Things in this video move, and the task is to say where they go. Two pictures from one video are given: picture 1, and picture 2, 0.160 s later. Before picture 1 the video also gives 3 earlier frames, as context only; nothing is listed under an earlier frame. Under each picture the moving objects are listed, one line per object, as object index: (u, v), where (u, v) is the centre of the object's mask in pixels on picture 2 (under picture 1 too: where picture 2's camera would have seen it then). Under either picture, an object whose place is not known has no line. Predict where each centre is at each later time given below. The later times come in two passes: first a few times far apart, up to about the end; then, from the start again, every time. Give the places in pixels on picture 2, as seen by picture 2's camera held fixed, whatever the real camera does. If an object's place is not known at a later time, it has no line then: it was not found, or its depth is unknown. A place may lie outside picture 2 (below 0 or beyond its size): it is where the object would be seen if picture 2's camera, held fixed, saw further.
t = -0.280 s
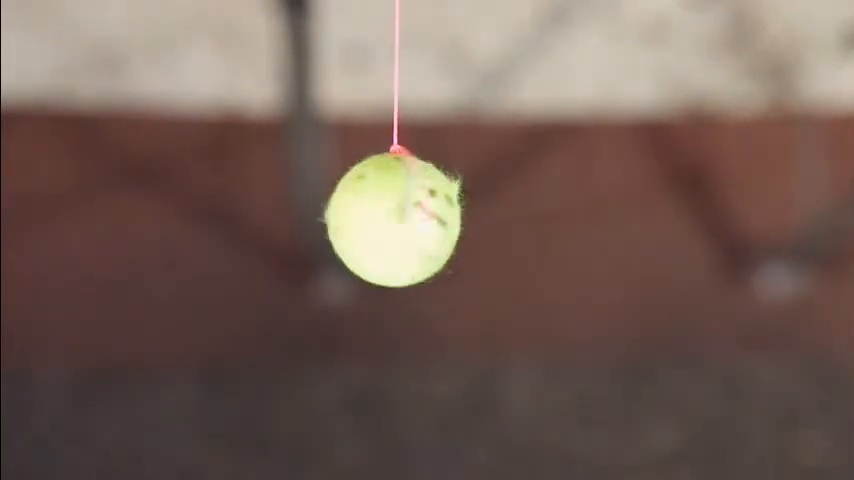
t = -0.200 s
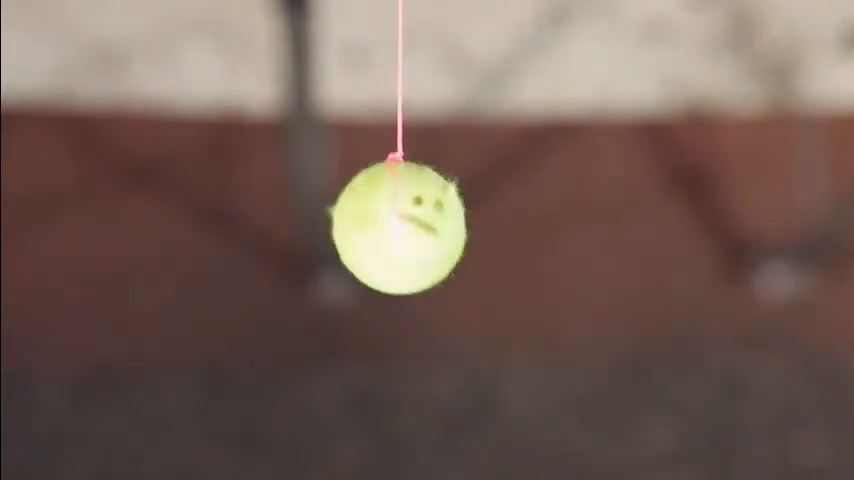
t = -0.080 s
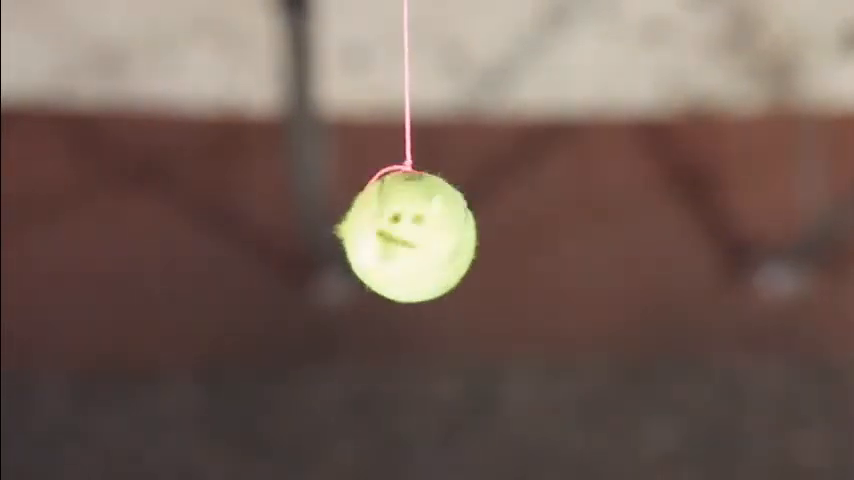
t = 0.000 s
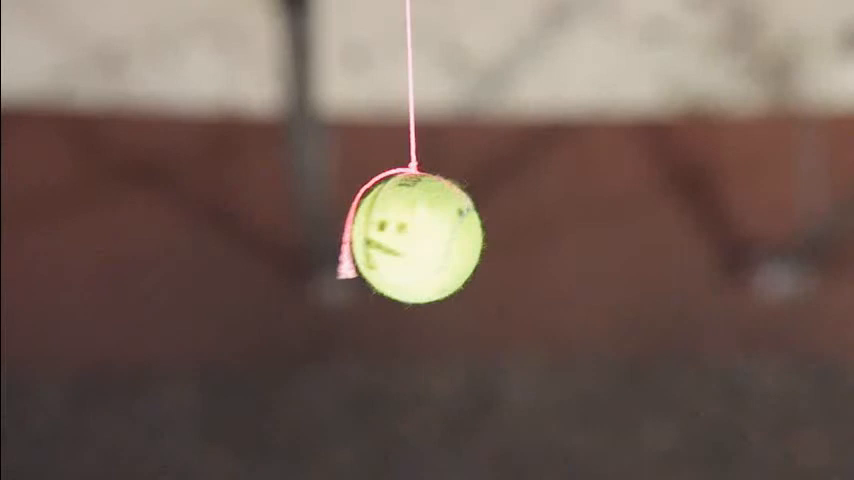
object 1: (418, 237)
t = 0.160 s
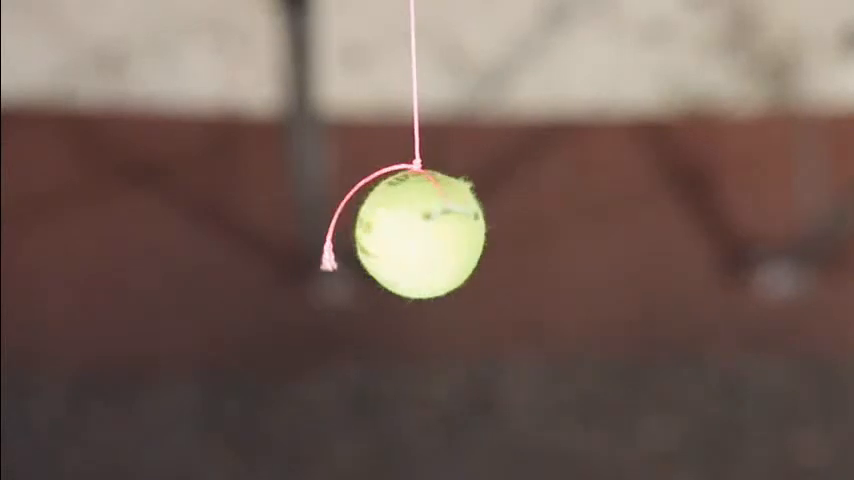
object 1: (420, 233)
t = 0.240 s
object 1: (416, 233)
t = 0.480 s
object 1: (401, 234)
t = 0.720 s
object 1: (395, 217)
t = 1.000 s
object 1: (412, 235)
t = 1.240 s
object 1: (414, 234)
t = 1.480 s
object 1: (406, 236)
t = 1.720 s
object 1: (398, 220)
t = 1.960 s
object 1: (404, 226)
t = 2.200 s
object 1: (412, 235)
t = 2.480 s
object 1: (412, 236)
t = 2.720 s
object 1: (402, 226)
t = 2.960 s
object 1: (399, 220)
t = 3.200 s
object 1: (409, 235)
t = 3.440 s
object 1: (416, 233)
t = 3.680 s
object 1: (409, 233)
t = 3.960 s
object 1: (396, 217)
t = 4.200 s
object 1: (405, 231)
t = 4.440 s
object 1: (416, 233)
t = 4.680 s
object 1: (411, 234)
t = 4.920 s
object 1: (398, 222)
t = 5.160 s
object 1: (400, 224)
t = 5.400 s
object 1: (412, 234)
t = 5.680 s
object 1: (414, 234)
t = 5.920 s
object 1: (402, 228)
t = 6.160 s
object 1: (400, 220)
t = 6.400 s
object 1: (407, 234)
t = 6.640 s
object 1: (414, 233)
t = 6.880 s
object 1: (409, 234)
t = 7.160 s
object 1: (400, 221)
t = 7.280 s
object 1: (401, 223)
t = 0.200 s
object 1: (418, 233)
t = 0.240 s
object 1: (416, 233)
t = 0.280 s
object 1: (413, 235)
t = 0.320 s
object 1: (411, 236)
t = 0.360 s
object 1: (409, 236)
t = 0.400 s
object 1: (407, 237)
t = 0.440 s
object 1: (404, 236)
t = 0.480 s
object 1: (401, 234)
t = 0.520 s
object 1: (400, 231)
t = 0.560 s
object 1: (398, 227)
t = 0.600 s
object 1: (396, 224)
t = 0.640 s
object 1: (396, 220)
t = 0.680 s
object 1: (395, 218)
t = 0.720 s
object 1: (395, 217)
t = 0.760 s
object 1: (396, 218)
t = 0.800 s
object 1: (399, 219)
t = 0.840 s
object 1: (401, 223)
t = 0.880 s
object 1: (405, 226)
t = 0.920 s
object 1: (406, 231)
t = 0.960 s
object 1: (410, 233)
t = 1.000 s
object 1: (412, 235)
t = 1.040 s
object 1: (414, 237)
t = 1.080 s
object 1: (415, 237)
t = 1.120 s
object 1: (415, 236)
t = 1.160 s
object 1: (415, 235)
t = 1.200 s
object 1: (414, 234)
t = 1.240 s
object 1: (414, 234)
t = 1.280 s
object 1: (414, 234)
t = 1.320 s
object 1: (414, 235)
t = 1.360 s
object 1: (412, 235)
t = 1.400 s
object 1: (411, 236)
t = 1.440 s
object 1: (409, 237)
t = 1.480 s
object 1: (406, 236)
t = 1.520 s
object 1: (403, 236)
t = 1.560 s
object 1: (402, 233)
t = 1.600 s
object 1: (399, 230)
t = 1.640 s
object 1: (398, 227)
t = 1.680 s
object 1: (398, 223)
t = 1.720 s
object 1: (398, 220)
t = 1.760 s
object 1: (398, 219)
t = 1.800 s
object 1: (398, 218)
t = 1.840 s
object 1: (400, 219)
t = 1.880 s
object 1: (401, 220)
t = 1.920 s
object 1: (403, 223)
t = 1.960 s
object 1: (404, 226)
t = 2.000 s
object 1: (405, 230)
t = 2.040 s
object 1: (406, 233)
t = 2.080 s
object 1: (408, 234)
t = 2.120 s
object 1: (409, 235)
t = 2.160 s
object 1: (411, 236)
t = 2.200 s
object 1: (412, 235)
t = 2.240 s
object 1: (412, 235)
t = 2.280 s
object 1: (414, 234)
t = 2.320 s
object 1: (415, 233)
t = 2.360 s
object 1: (415, 233)
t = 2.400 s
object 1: (414, 234)
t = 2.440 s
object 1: (413, 235)
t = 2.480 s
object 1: (412, 236)
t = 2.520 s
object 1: (410, 236)
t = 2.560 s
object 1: (407, 236)
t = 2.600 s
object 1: (406, 234)
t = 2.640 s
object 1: (403, 232)
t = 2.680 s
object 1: (404, 230)
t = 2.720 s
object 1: (402, 226)
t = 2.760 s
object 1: (401, 223)
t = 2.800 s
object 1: (400, 220)
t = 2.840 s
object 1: (399, 219)
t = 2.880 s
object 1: (398, 219)
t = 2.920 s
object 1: (398, 219)
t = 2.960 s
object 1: (399, 220)
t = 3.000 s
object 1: (400, 222)
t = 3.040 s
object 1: (401, 225)
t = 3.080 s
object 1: (401, 230)
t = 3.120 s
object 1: (404, 232)
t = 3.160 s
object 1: (407, 234)
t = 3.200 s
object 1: (409, 235)
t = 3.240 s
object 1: (411, 235)
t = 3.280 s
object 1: (414, 234)
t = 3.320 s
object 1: (414, 235)
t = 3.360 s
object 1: (416, 233)
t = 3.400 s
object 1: (415, 233)
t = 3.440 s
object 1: (416, 233)
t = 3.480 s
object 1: (416, 233)
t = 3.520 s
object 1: (416, 234)
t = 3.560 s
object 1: (415, 234)
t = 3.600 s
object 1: (412, 235)
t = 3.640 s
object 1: (411, 234)
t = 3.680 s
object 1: (409, 233)
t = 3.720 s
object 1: (408, 231)
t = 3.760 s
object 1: (406, 228)
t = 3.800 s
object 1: (403, 226)
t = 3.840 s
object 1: (401, 223)
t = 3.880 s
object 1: (399, 220)
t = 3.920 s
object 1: (397, 218)
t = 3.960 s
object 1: (396, 217)
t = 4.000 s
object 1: (397, 218)
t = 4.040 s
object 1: (397, 220)
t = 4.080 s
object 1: (399, 222)
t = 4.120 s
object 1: (400, 226)
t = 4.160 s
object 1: (403, 229)
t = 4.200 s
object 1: (405, 231)
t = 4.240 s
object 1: (408, 233)
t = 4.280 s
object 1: (410, 234)
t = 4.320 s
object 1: (412, 235)
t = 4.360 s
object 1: (413, 234)
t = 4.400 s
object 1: (414, 233)
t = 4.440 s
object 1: (416, 233)
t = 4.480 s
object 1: (417, 232)
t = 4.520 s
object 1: (415, 233)
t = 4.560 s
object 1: (415, 234)
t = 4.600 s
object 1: (414, 234)
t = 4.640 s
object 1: (413, 234)
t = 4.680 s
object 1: (411, 234)
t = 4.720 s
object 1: (409, 234)
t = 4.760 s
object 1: (407, 233)
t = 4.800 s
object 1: (404, 231)
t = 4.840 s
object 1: (402, 228)
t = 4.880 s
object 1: (400, 225)
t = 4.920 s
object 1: (398, 222)
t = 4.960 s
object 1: (397, 220)
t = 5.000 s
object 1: (396, 218)
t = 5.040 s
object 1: (396, 218)
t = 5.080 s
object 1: (397, 219)
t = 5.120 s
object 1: (398, 221)
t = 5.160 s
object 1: (400, 224)
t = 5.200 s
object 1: (402, 227)
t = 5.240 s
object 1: (404, 229)
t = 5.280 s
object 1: (407, 232)
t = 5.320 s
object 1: (408, 233)
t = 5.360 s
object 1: (410, 234)
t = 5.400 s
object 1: (412, 234)
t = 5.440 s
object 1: (414, 234)
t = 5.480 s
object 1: (415, 233)
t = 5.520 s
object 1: (417, 232)
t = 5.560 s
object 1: (417, 233)
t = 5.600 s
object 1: (416, 233)
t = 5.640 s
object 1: (415, 233)
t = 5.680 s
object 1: (414, 234)
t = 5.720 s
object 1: (413, 234)
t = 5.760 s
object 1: (411, 235)
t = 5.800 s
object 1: (409, 234)
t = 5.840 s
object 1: (406, 232)
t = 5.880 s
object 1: (404, 231)
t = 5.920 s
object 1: (402, 228)
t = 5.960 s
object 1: (401, 225)
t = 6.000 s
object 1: (400, 223)
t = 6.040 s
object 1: (400, 220)
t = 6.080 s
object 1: (400, 219)
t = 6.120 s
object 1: (400, 219)
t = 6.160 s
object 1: (400, 220)
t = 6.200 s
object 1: (401, 222)
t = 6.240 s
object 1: (401, 224)
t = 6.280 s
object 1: (402, 228)
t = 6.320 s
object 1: (404, 230)
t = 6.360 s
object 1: (406, 232)
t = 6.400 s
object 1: (407, 234)
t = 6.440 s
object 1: (409, 235)
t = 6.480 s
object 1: (411, 235)
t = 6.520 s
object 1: (413, 234)
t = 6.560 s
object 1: (414, 233)
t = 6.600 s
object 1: (415, 233)
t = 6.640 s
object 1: (414, 233)
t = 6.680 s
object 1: (414, 233)
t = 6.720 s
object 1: (414, 233)
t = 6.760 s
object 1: (413, 232)
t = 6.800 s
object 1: (413, 233)
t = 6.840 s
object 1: (411, 234)
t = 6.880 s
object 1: (409, 234)
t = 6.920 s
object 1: (407, 233)
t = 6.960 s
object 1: (406, 232)
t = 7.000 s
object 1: (404, 229)
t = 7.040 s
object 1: (403, 226)
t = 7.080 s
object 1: (401, 224)
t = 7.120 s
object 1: (401, 222)
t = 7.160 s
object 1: (400, 221)
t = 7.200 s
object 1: (400, 220)
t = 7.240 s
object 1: (400, 221)
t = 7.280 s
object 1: (401, 223)
